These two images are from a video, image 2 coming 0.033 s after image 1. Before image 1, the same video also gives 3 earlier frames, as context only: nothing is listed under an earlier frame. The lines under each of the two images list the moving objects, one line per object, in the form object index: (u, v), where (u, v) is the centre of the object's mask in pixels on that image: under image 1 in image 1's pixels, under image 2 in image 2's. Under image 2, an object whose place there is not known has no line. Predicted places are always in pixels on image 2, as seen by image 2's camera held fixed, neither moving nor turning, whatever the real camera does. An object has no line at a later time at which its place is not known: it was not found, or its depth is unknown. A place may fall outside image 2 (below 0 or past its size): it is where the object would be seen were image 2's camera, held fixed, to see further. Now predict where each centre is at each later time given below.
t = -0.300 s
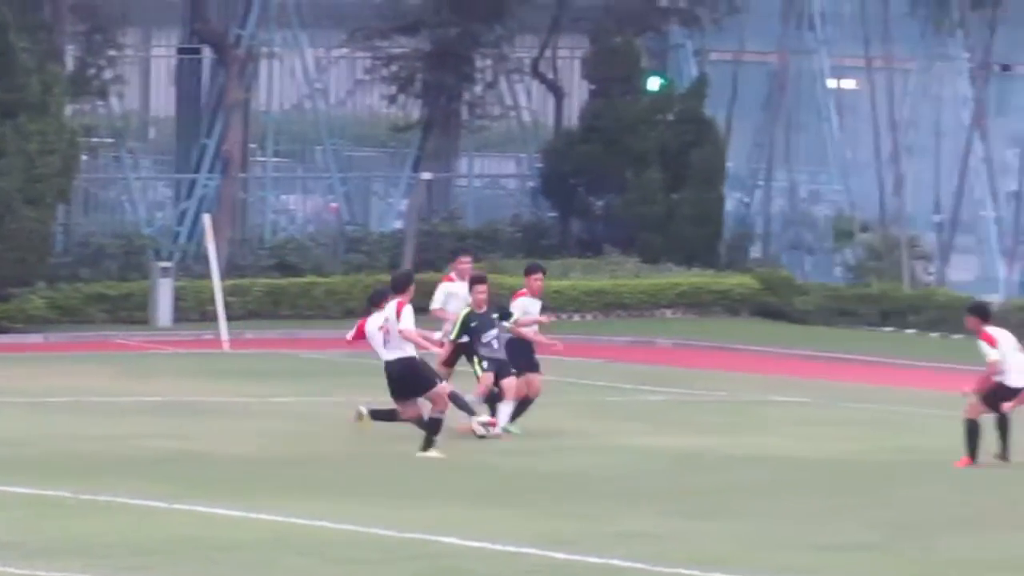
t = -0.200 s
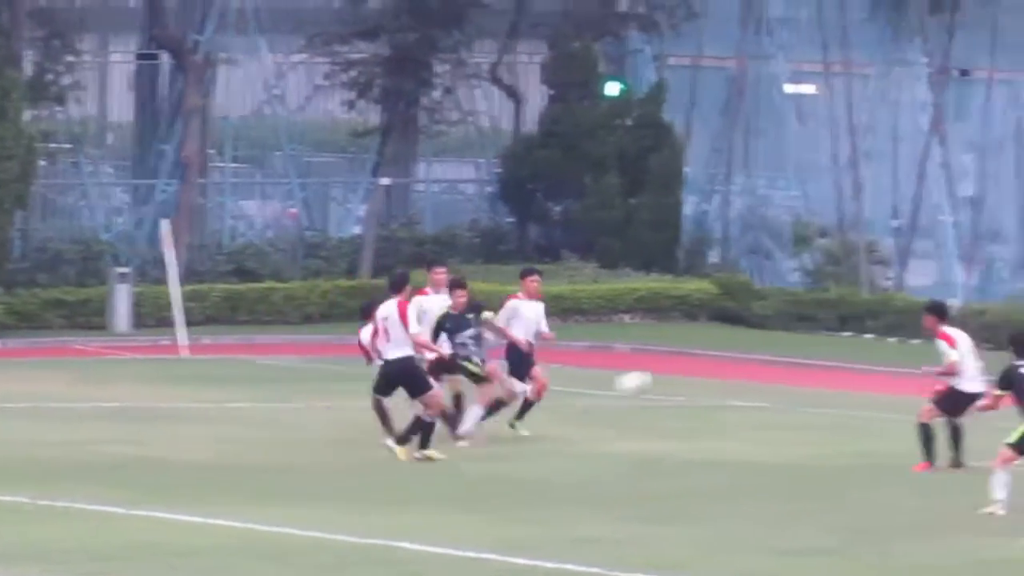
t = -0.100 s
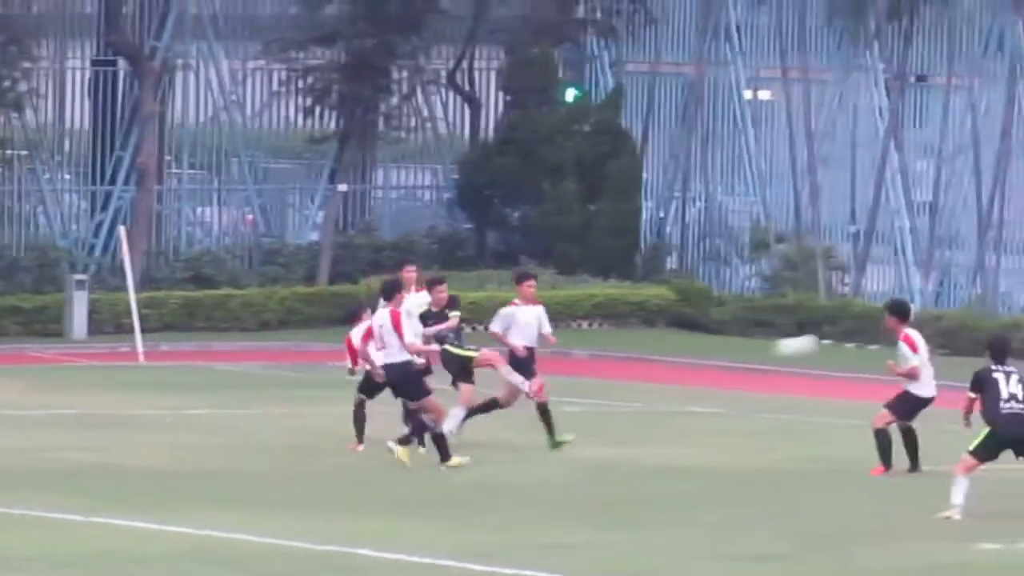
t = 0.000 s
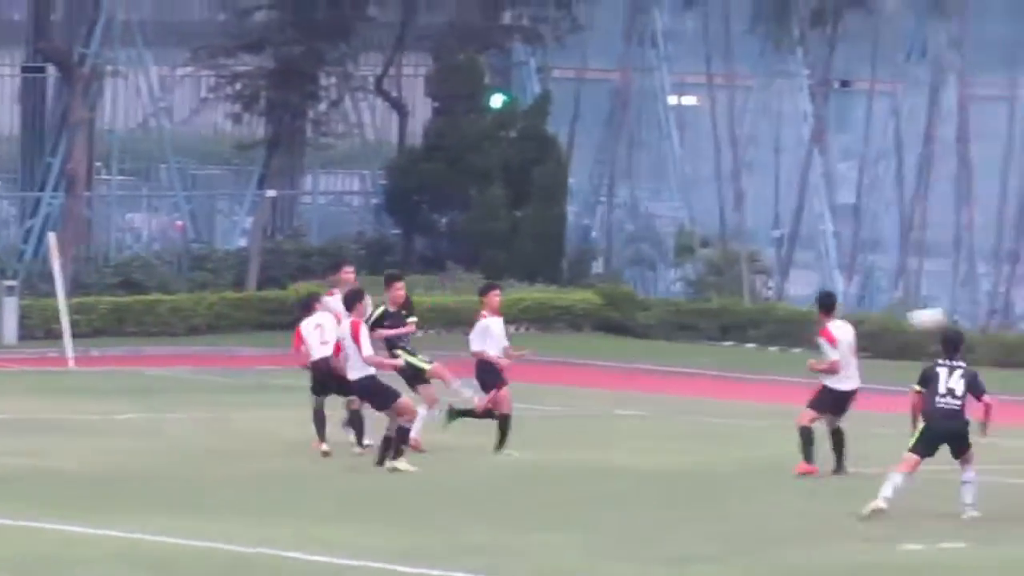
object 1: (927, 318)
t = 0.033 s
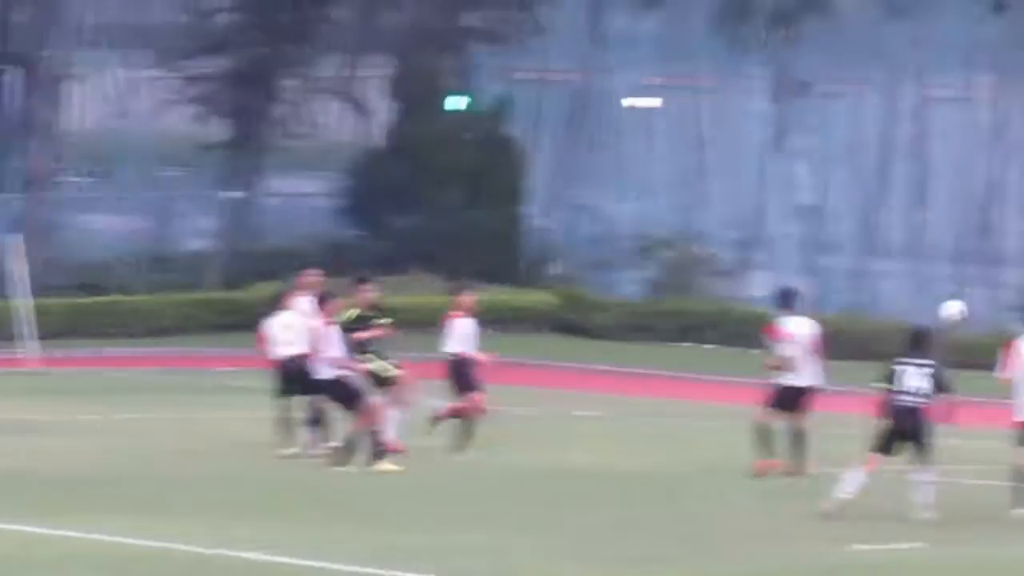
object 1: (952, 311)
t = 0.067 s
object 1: (1031, 302)
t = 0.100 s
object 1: (1096, 298)
